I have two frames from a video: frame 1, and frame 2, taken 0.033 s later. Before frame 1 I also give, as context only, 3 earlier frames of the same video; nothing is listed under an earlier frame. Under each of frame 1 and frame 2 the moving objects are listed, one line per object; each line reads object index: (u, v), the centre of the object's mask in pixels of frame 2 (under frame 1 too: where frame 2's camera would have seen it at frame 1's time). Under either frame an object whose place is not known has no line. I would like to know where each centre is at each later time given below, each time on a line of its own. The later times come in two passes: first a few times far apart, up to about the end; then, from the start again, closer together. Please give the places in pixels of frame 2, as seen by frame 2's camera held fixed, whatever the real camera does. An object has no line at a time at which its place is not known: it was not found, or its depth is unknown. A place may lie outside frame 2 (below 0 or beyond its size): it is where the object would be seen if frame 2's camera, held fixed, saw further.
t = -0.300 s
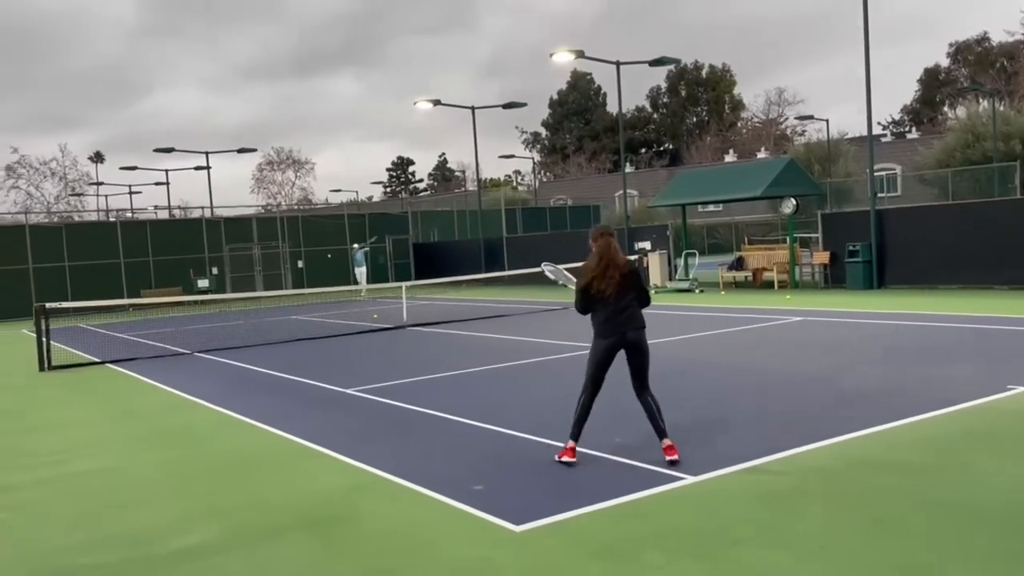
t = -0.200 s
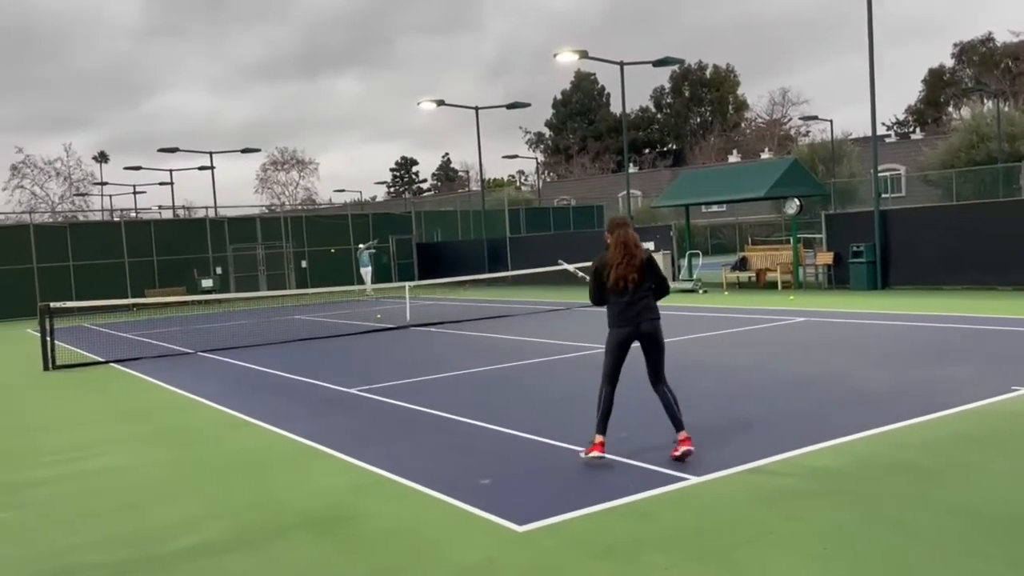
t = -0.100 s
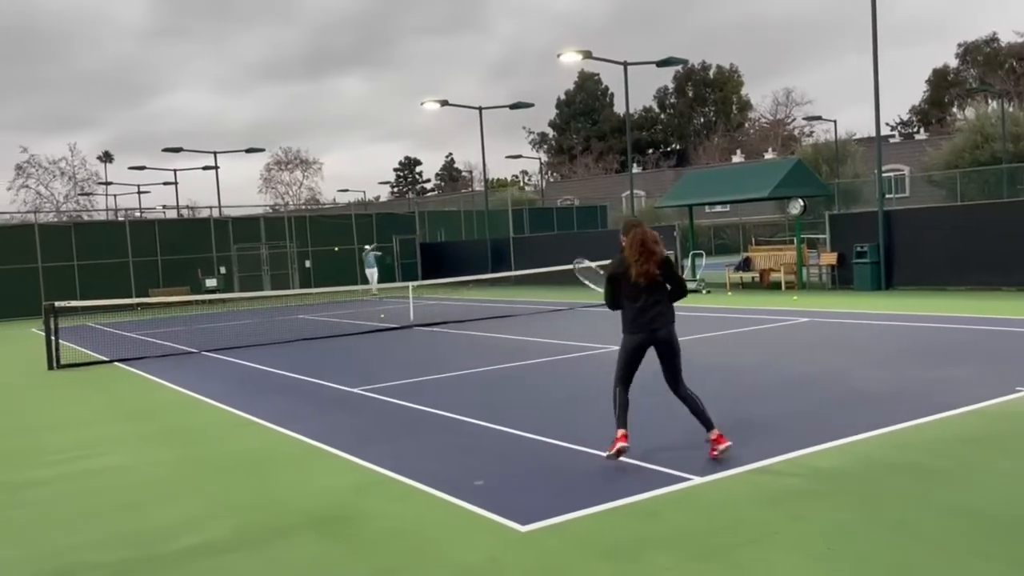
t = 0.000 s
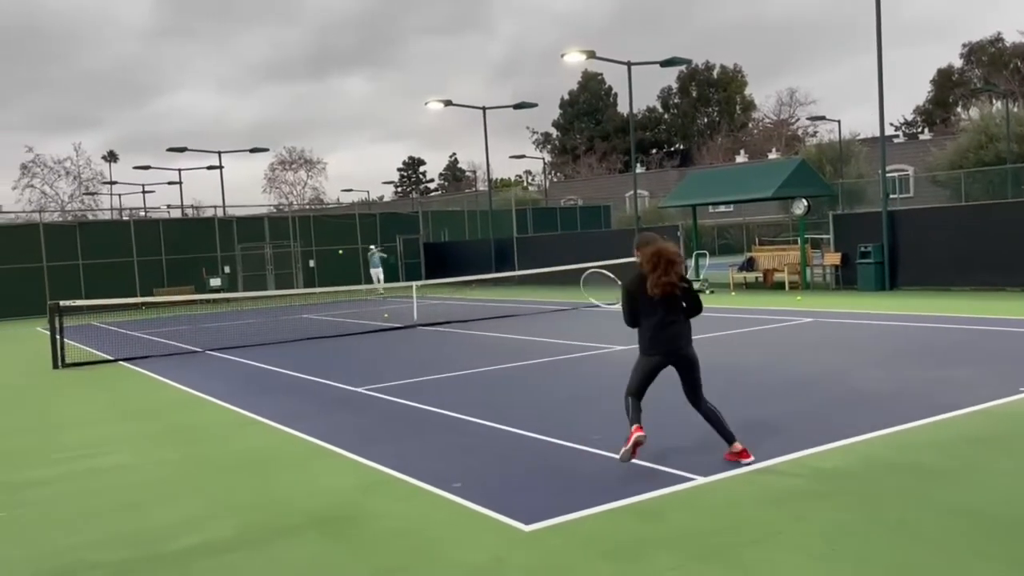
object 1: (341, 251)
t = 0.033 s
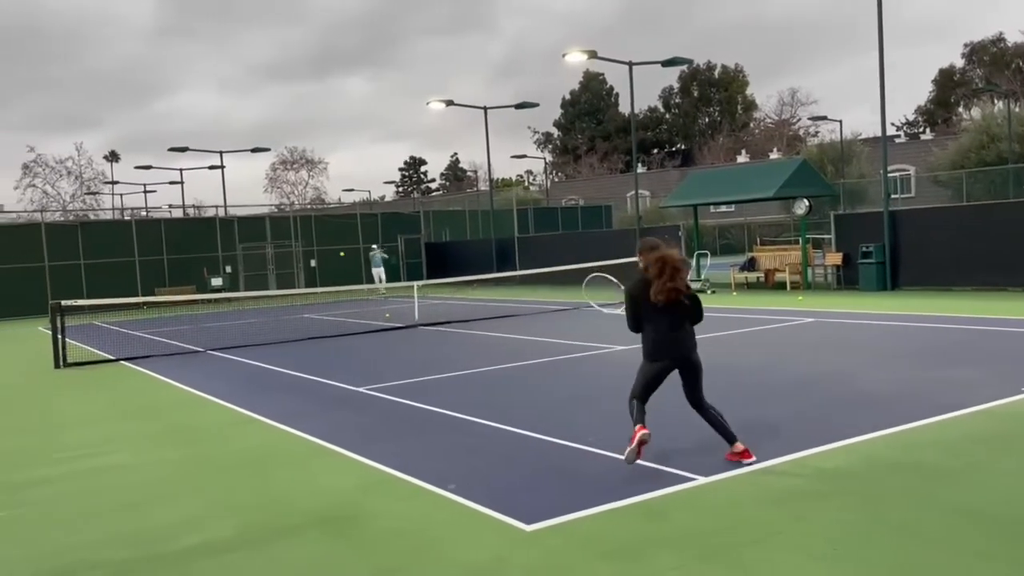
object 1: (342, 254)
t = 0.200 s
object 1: (344, 278)
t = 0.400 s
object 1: (350, 348)
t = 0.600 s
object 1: (357, 347)
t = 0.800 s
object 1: (370, 333)
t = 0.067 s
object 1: (342, 257)
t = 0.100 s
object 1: (342, 261)
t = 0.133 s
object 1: (343, 266)
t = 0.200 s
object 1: (344, 278)
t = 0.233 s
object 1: (345, 285)
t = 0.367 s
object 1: (349, 332)
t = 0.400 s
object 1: (350, 348)
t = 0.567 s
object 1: (356, 353)
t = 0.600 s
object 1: (357, 347)
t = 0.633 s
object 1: (359, 342)
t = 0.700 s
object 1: (363, 335)
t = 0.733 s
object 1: (365, 333)
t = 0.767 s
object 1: (367, 332)
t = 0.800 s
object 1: (370, 333)
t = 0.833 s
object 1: (373, 335)
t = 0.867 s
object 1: (376, 339)
